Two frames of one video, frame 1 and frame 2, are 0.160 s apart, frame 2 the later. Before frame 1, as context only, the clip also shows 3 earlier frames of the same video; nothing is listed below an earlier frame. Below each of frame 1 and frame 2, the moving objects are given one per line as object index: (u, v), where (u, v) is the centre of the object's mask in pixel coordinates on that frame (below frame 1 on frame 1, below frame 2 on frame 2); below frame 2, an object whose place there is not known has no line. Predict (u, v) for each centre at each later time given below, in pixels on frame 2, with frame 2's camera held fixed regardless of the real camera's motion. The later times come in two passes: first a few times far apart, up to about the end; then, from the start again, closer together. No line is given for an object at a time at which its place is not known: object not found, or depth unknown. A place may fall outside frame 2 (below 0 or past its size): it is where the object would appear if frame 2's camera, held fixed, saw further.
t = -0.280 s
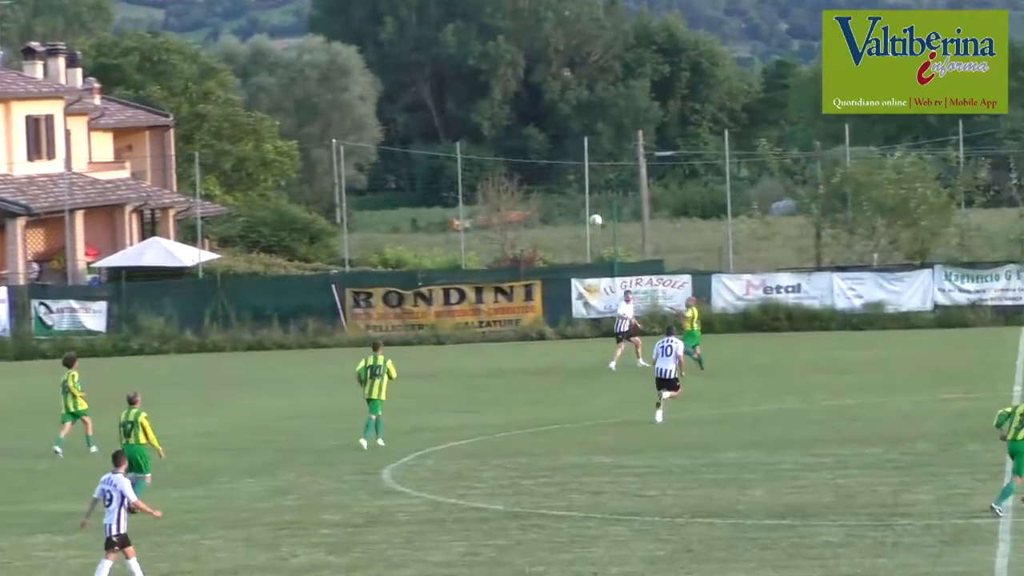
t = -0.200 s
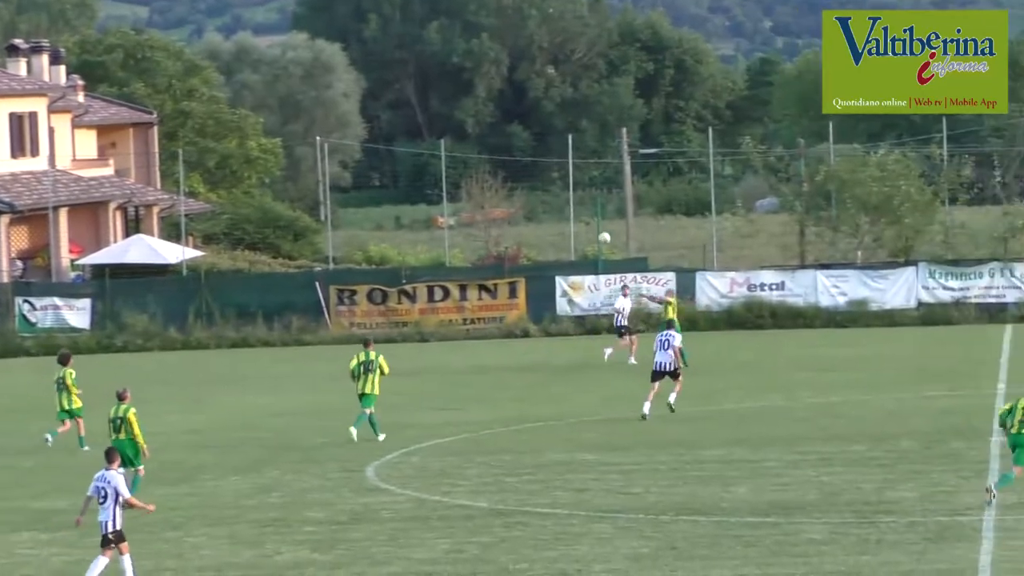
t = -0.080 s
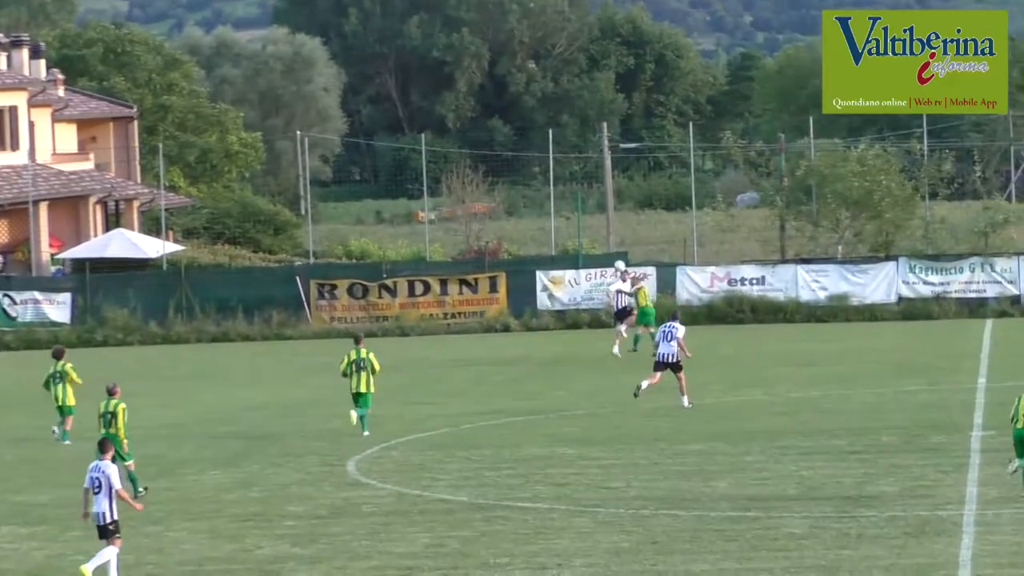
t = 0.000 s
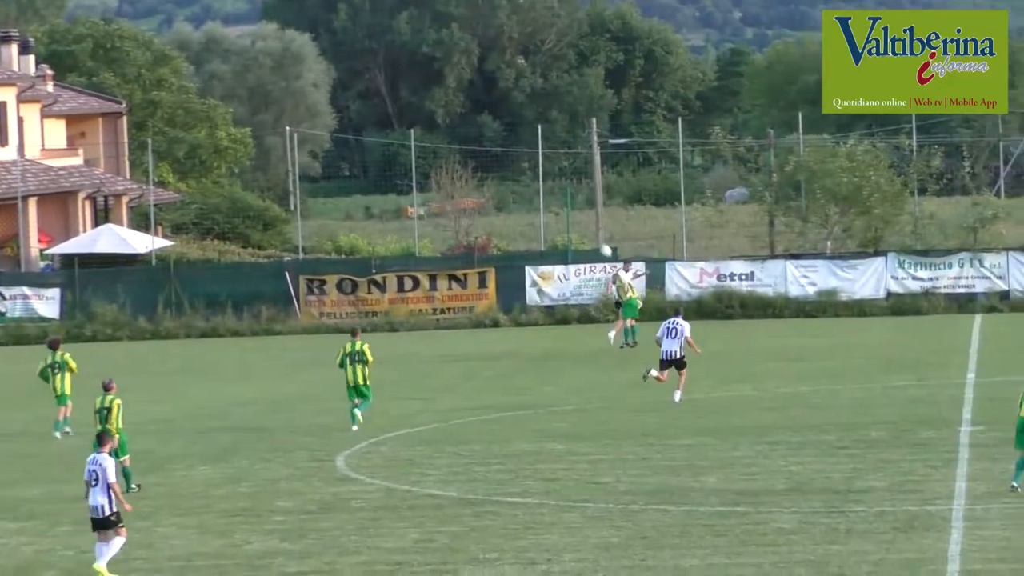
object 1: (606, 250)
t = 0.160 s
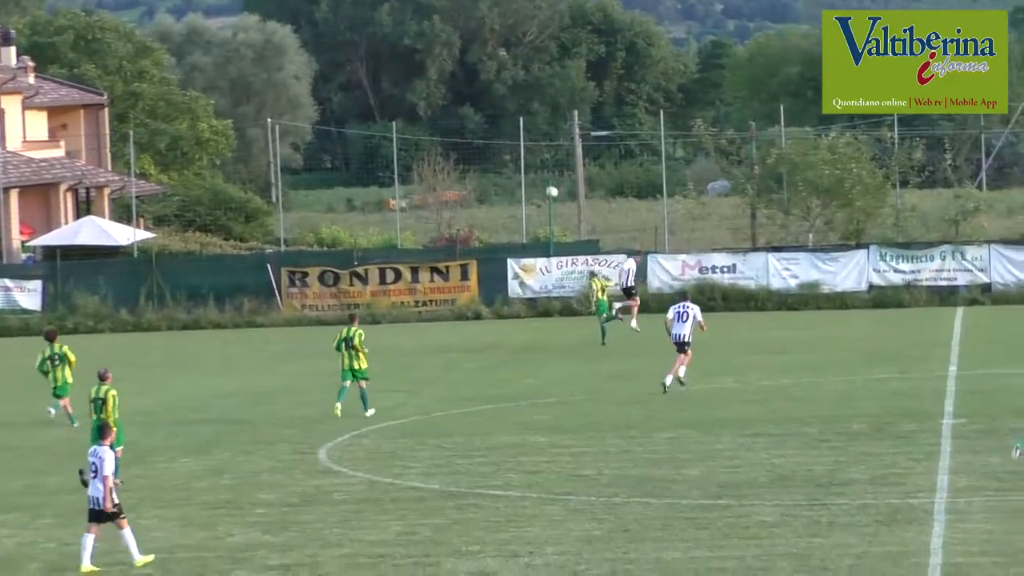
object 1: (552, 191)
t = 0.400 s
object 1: (504, 140)
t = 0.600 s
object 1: (470, 121)
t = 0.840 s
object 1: (434, 121)
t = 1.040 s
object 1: (408, 141)
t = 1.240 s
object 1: (383, 178)
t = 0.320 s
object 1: (519, 154)
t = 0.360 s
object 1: (511, 147)
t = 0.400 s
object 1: (504, 140)
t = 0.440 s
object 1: (497, 135)
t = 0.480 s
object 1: (490, 130)
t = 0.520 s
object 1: (483, 126)
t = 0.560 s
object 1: (476, 123)
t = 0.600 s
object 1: (470, 121)
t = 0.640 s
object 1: (464, 119)
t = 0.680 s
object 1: (457, 118)
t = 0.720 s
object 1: (451, 118)
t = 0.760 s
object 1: (445, 118)
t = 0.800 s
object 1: (440, 119)
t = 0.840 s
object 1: (434, 121)
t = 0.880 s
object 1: (429, 124)
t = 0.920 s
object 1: (423, 128)
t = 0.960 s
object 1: (418, 132)
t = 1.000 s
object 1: (413, 136)
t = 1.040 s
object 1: (408, 141)
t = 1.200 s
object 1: (388, 170)
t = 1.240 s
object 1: (383, 178)
